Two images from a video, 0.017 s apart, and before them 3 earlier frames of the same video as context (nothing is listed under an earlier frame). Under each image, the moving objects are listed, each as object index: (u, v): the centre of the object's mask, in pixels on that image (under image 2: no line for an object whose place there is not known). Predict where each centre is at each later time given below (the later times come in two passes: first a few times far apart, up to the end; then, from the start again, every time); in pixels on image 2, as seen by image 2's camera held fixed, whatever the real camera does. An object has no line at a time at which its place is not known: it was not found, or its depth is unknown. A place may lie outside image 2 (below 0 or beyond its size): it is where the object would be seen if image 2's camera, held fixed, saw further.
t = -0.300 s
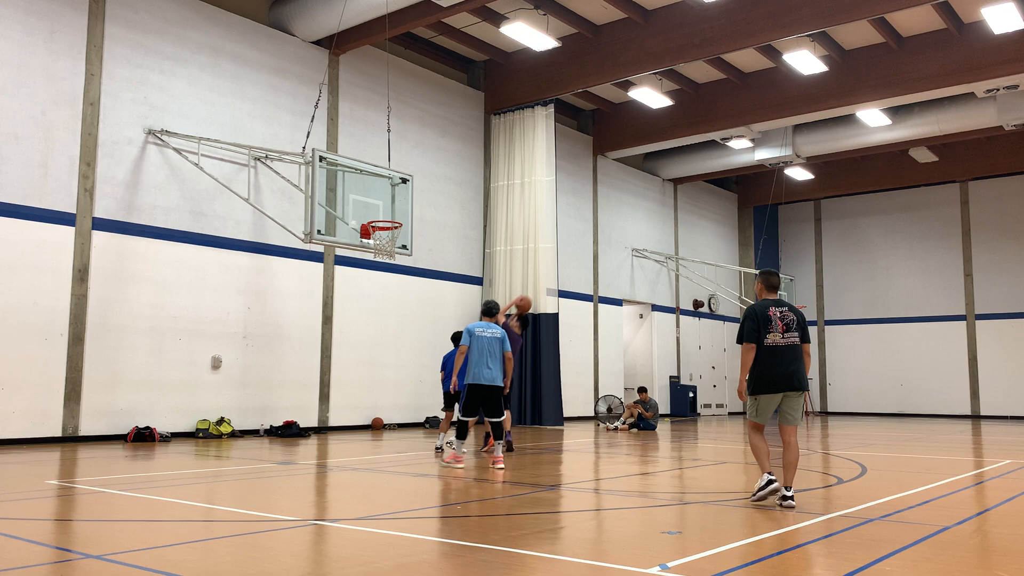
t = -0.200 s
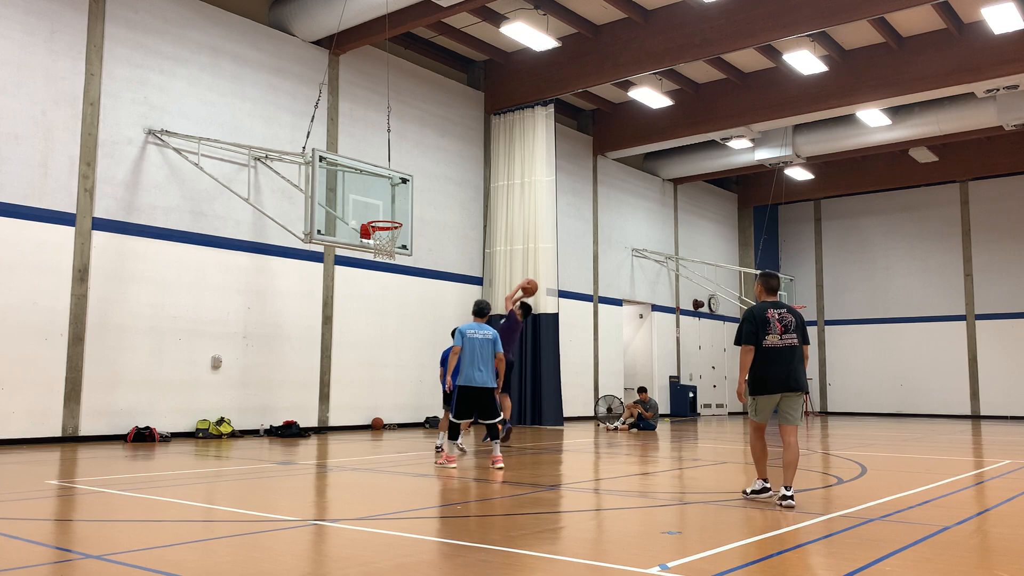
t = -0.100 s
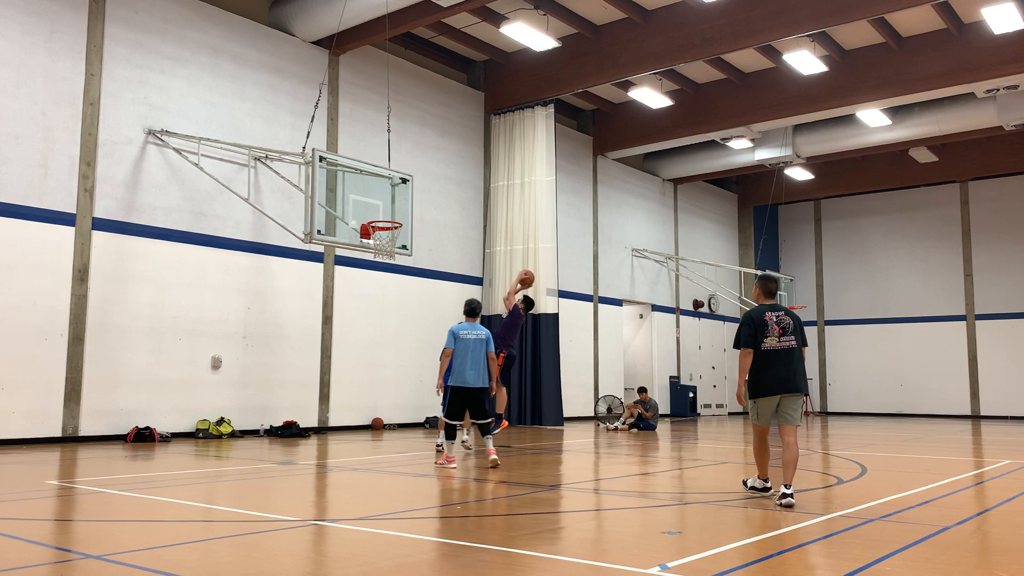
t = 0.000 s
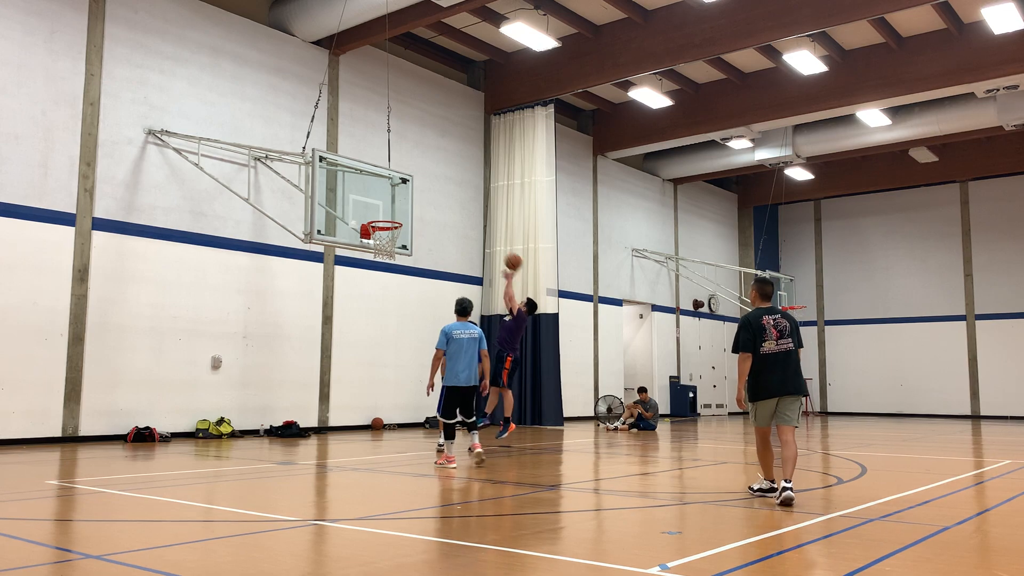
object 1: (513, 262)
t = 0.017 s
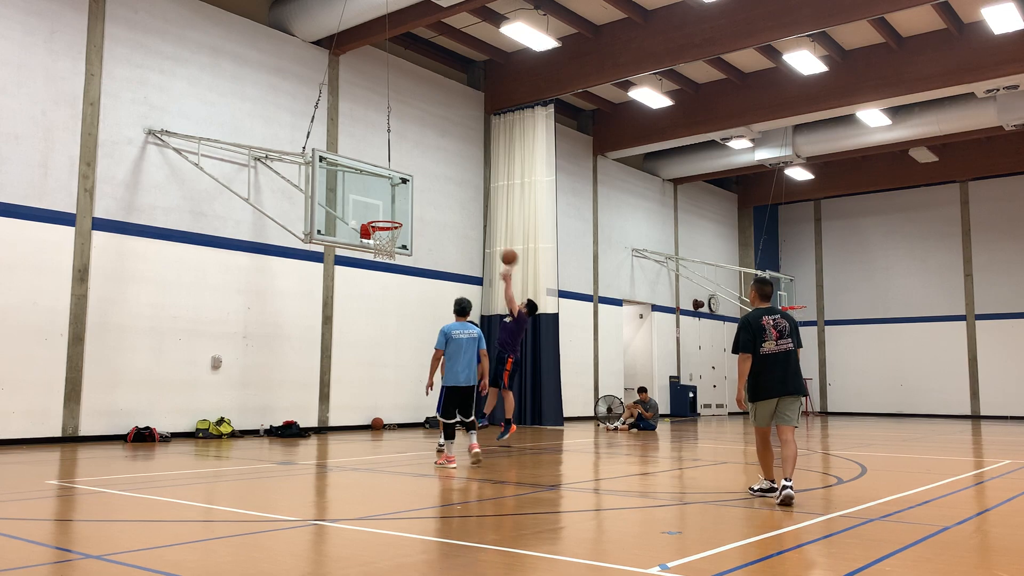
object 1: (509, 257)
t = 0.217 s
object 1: (458, 218)
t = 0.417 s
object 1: (408, 207)
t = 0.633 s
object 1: (393, 217)
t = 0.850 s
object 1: (392, 208)
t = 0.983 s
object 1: (389, 211)
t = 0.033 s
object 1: (505, 253)
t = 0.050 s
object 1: (500, 249)
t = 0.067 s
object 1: (496, 245)
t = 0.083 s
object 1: (492, 241)
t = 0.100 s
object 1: (488, 238)
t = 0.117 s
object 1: (483, 234)
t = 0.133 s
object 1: (479, 231)
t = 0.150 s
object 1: (474, 228)
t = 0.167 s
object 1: (470, 225)
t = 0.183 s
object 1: (466, 223)
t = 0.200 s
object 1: (462, 220)
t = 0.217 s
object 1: (458, 218)
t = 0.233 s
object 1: (453, 216)
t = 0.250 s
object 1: (449, 214)
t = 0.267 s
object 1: (445, 213)
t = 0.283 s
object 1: (441, 211)
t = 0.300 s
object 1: (437, 210)
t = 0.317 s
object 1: (432, 209)
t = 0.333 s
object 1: (428, 208)
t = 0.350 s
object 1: (424, 207)
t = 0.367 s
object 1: (420, 207)
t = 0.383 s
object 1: (416, 207)
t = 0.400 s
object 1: (412, 207)
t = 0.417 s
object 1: (408, 207)
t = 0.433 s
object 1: (403, 207)
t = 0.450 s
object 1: (400, 208)
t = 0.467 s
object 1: (395, 208)
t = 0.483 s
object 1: (391, 209)
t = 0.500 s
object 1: (387, 210)
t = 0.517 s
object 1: (388, 211)
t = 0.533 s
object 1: (389, 212)
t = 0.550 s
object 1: (389, 213)
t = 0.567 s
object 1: (390, 213)
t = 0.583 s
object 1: (392, 215)
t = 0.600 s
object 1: (392, 217)
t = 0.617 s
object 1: (393, 218)
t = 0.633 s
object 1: (393, 217)
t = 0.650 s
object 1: (393, 216)
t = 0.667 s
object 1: (394, 215)
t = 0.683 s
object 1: (394, 215)
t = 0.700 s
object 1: (394, 215)
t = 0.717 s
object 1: (395, 215)
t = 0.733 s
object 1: (394, 215)
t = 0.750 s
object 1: (394, 213)
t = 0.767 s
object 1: (394, 212)
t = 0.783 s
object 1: (393, 211)
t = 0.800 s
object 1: (393, 210)
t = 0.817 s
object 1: (393, 209)
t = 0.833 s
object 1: (392, 209)
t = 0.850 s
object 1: (392, 208)
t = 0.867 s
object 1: (392, 208)
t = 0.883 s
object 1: (391, 208)
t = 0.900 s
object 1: (391, 208)
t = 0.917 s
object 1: (390, 208)
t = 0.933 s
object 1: (390, 209)
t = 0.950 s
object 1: (390, 209)
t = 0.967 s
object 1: (389, 210)
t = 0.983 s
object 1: (389, 211)
